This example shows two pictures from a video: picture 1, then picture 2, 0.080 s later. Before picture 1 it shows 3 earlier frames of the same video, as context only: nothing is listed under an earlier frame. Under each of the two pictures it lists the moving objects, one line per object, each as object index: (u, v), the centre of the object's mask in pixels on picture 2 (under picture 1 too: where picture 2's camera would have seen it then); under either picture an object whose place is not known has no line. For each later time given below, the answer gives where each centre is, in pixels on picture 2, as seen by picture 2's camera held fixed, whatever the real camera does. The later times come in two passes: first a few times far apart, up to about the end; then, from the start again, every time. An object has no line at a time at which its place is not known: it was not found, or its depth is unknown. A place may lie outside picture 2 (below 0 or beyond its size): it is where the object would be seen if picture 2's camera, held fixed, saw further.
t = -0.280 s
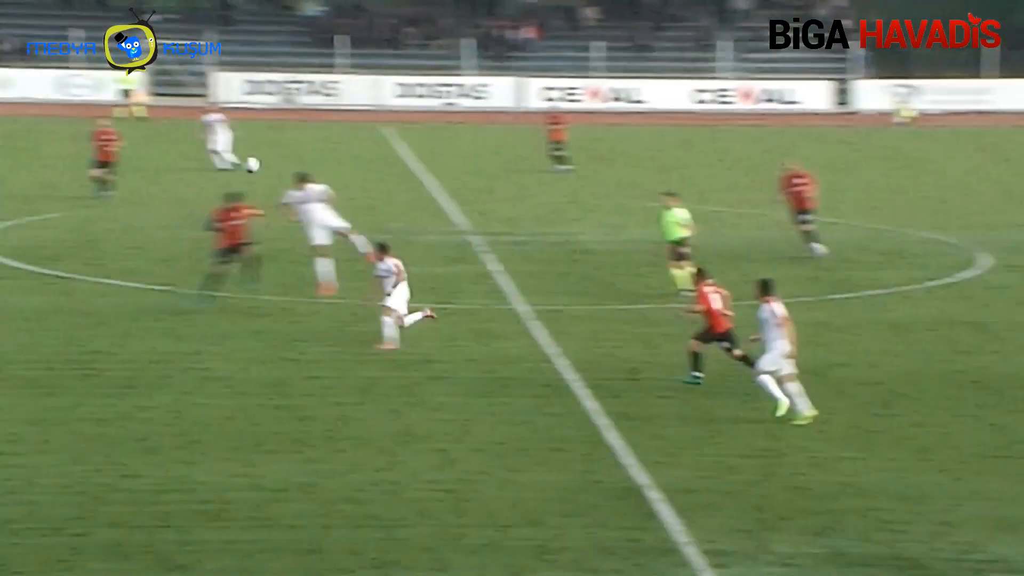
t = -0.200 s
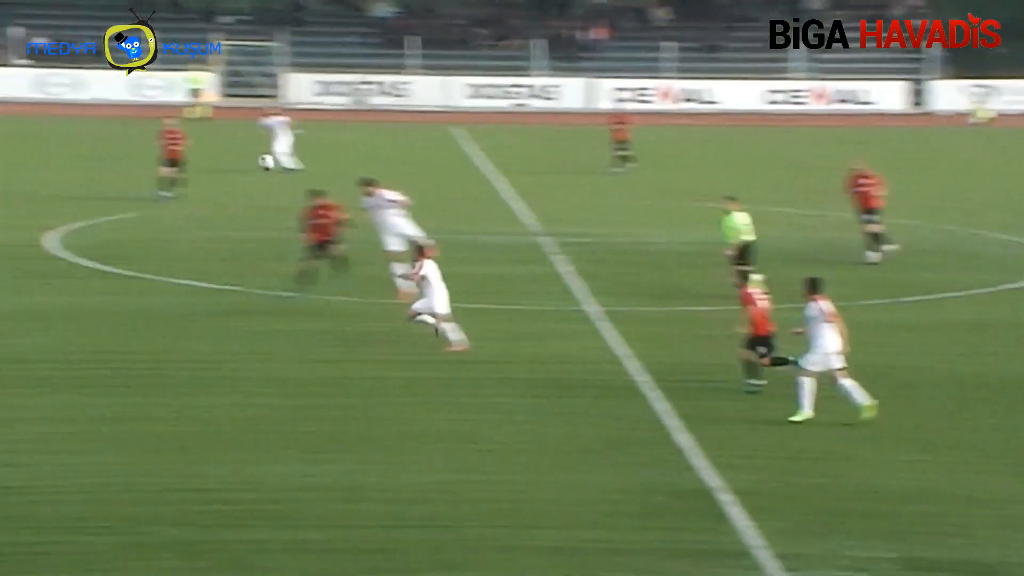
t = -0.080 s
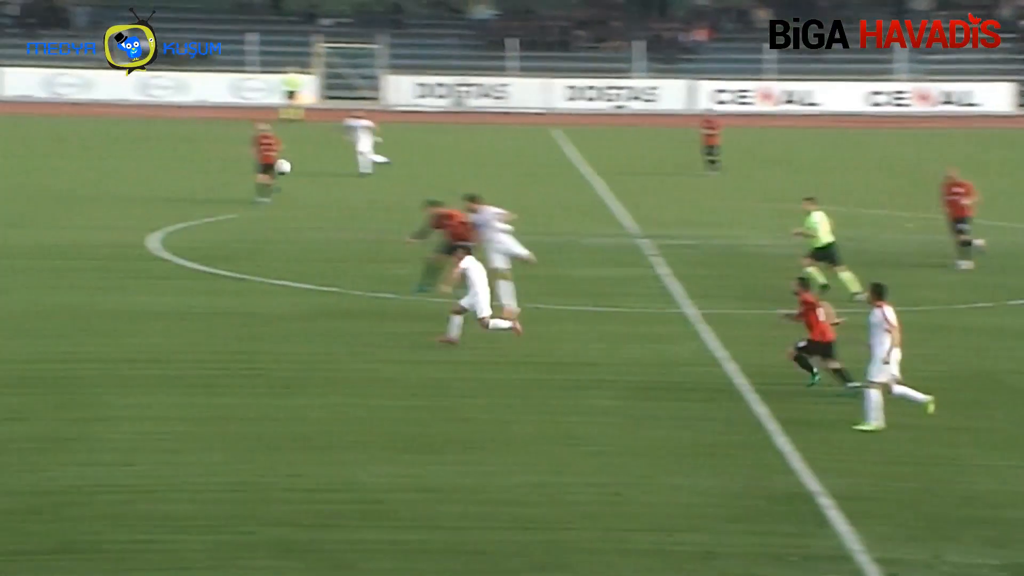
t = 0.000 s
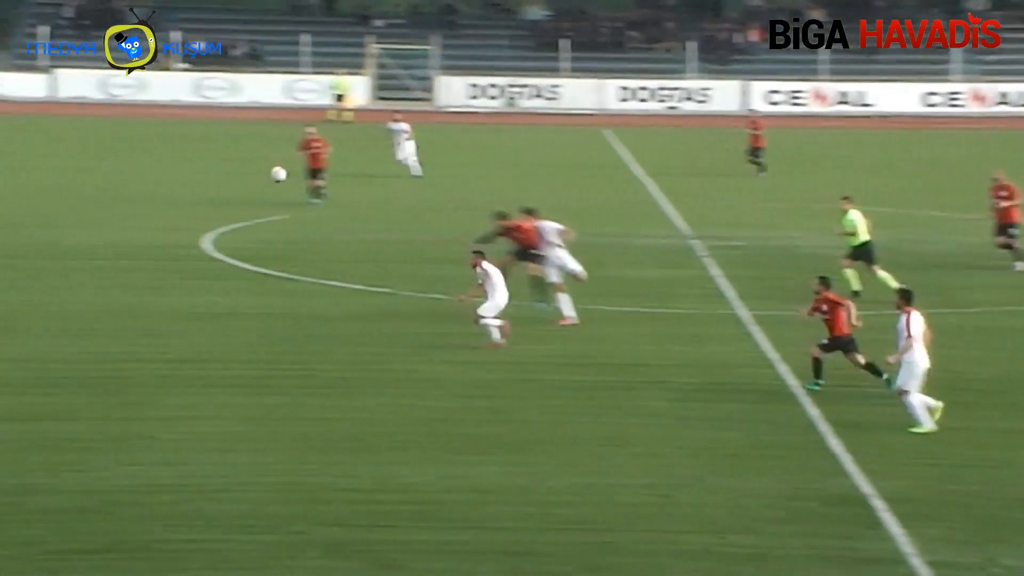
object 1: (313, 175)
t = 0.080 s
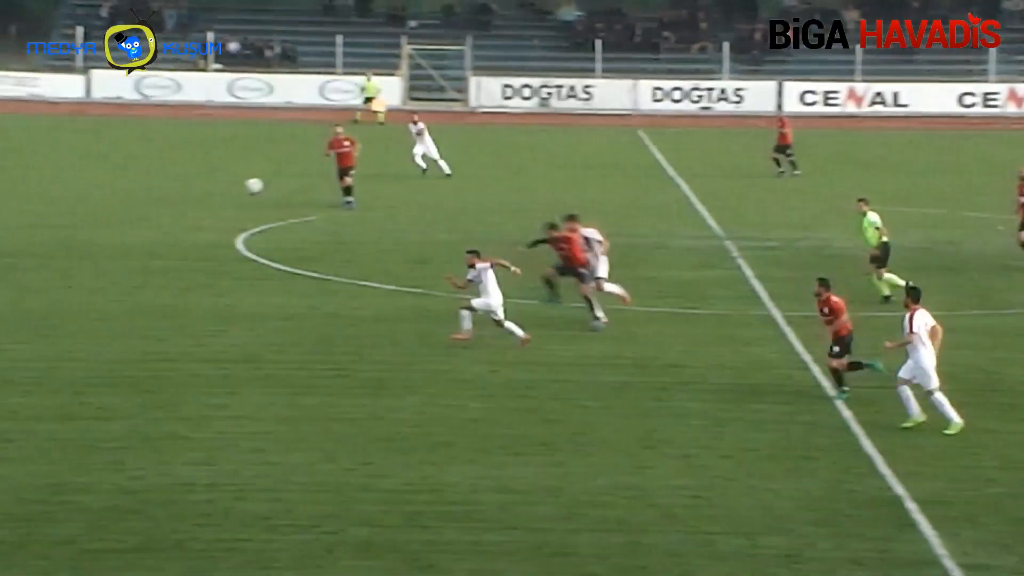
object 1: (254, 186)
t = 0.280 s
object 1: (103, 235)
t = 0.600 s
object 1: (-145, 365)
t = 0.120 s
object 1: (224, 193)
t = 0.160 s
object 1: (194, 201)
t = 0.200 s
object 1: (164, 212)
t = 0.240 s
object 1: (134, 222)
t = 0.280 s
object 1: (103, 235)
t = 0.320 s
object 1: (72, 248)
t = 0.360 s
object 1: (40, 263)
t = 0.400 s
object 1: (9, 279)
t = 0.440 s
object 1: (-22, 296)
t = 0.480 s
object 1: (-54, 315)
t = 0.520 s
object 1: (-86, 335)
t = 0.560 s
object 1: (-119, 358)
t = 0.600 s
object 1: (-145, 365)
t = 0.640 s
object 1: (-162, 352)
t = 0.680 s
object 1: (-179, 341)
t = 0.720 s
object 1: (-195, 332)
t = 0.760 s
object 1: (-212, 322)
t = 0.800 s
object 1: (-230, 316)
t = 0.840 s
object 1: (-248, 310)
